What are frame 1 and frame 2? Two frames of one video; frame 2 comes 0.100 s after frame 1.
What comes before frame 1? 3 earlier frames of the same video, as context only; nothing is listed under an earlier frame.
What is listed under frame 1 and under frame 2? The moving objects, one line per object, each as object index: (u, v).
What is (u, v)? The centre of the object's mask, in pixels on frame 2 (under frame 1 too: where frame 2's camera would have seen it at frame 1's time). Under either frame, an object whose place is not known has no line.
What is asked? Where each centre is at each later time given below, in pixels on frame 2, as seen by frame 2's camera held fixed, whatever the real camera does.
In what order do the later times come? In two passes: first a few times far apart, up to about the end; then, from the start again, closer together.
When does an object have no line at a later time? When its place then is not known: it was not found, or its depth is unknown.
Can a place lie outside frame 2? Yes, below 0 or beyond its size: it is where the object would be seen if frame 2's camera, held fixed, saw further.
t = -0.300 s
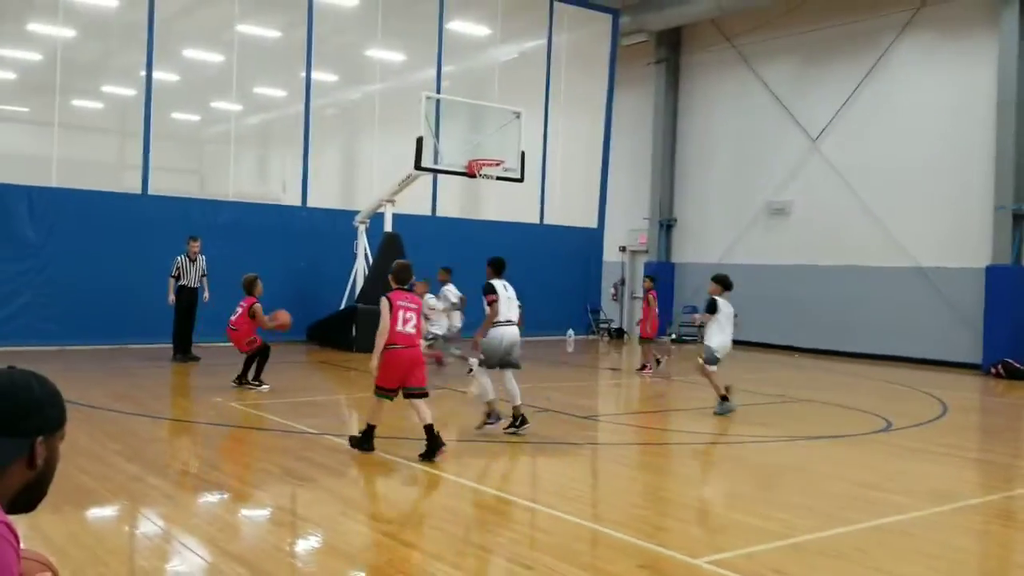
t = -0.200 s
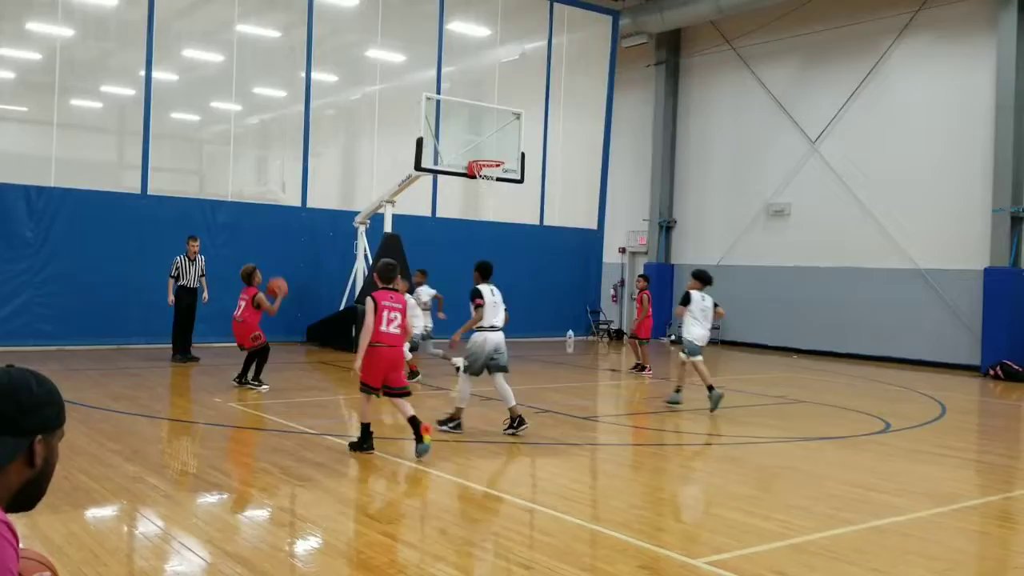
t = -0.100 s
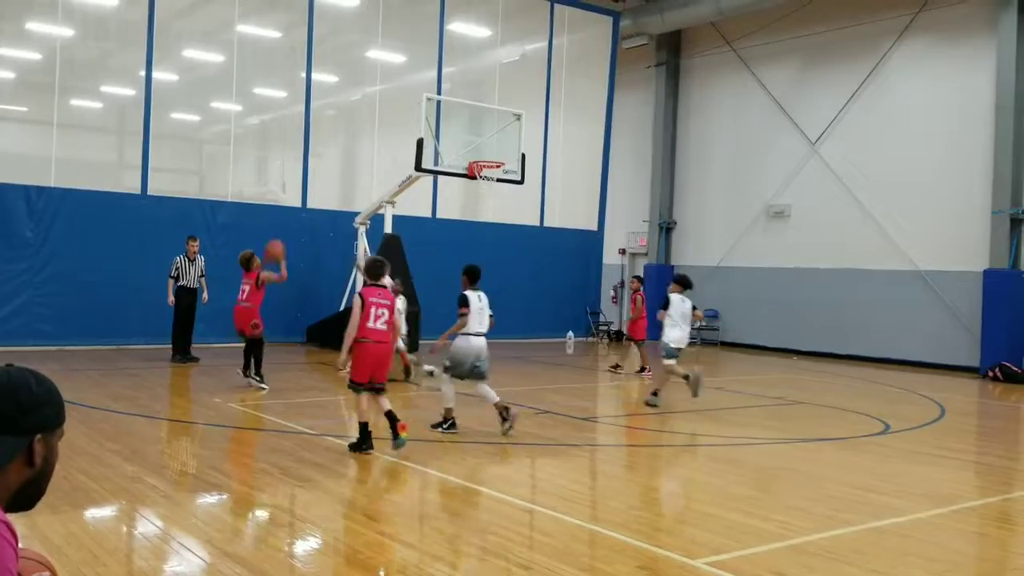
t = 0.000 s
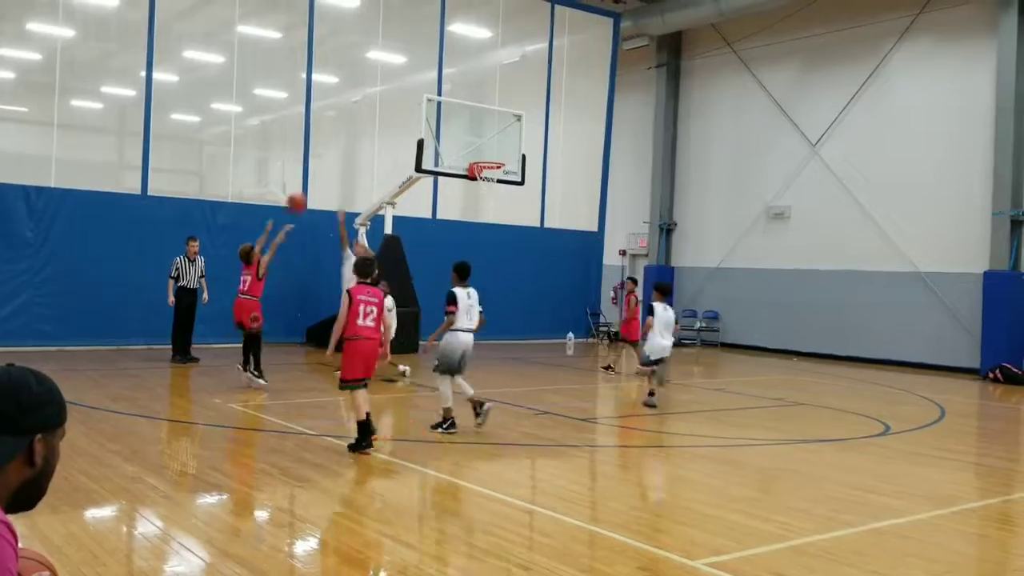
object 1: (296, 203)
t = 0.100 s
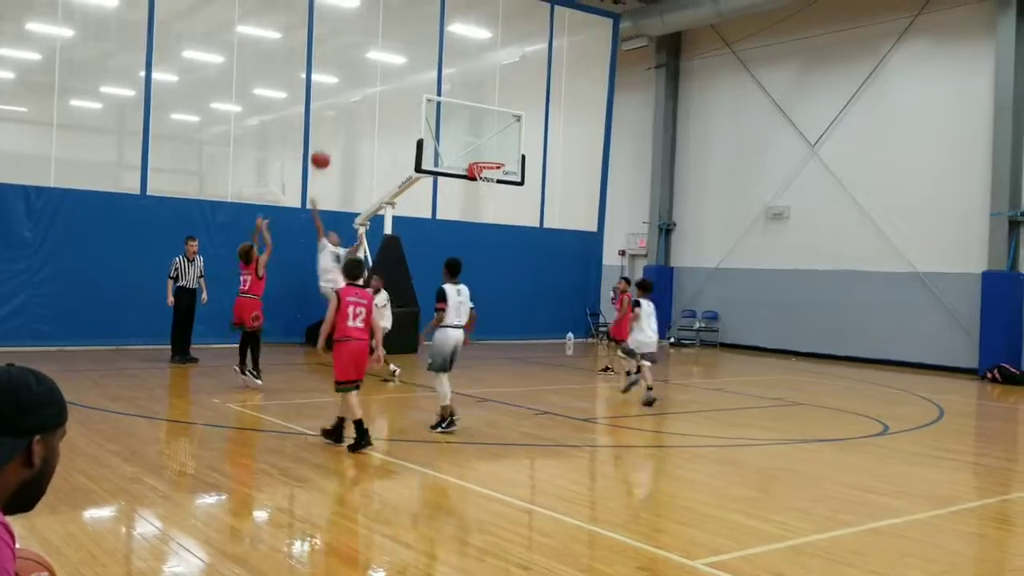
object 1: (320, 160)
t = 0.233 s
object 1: (350, 117)
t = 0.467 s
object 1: (397, 82)
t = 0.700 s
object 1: (438, 88)
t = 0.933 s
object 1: (472, 133)
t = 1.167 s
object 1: (497, 189)
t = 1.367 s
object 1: (502, 221)
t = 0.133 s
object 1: (328, 148)
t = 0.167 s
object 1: (336, 137)
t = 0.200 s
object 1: (343, 127)
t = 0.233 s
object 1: (350, 117)
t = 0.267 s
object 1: (357, 110)
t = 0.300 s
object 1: (364, 102)
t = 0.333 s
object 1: (371, 97)
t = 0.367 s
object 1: (378, 92)
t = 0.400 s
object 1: (384, 88)
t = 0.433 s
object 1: (391, 85)
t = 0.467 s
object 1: (397, 82)
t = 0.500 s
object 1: (404, 81)
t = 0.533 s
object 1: (409, 80)
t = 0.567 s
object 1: (415, 80)
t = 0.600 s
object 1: (421, 81)
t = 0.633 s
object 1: (427, 83)
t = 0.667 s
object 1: (433, 85)
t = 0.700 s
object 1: (438, 88)
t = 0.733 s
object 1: (443, 93)
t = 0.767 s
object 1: (448, 98)
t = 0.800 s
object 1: (454, 103)
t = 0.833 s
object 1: (458, 110)
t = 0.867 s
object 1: (463, 117)
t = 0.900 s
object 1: (468, 125)
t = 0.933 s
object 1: (472, 133)
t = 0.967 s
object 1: (477, 142)
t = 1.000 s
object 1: (481, 151)
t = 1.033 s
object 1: (487, 162)
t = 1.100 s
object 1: (495, 181)
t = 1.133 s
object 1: (496, 185)
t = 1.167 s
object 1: (497, 189)
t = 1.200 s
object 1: (498, 191)
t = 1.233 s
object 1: (499, 196)
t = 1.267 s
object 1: (500, 201)
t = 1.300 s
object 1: (500, 207)
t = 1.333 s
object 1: (501, 214)
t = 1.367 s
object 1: (502, 221)
